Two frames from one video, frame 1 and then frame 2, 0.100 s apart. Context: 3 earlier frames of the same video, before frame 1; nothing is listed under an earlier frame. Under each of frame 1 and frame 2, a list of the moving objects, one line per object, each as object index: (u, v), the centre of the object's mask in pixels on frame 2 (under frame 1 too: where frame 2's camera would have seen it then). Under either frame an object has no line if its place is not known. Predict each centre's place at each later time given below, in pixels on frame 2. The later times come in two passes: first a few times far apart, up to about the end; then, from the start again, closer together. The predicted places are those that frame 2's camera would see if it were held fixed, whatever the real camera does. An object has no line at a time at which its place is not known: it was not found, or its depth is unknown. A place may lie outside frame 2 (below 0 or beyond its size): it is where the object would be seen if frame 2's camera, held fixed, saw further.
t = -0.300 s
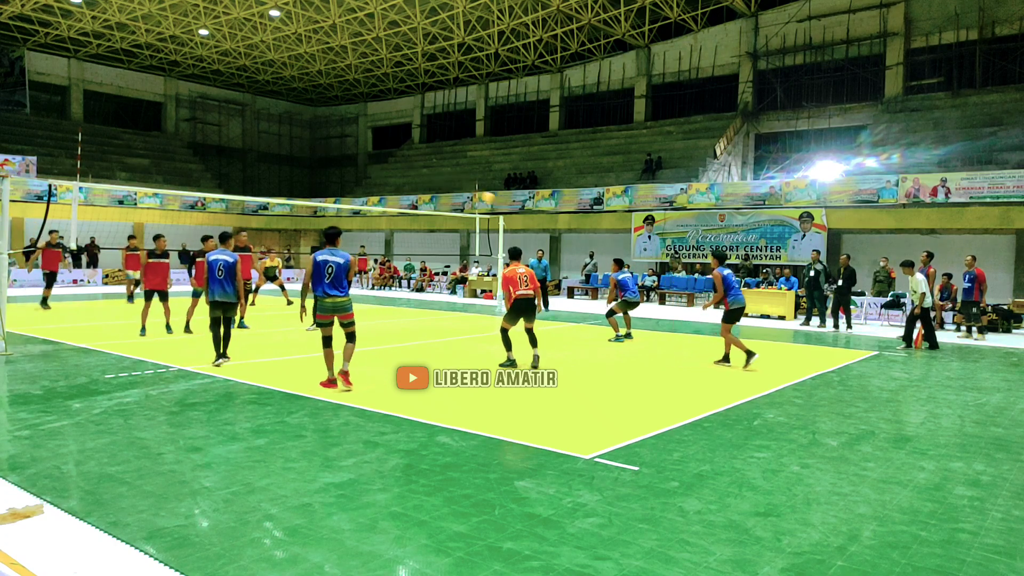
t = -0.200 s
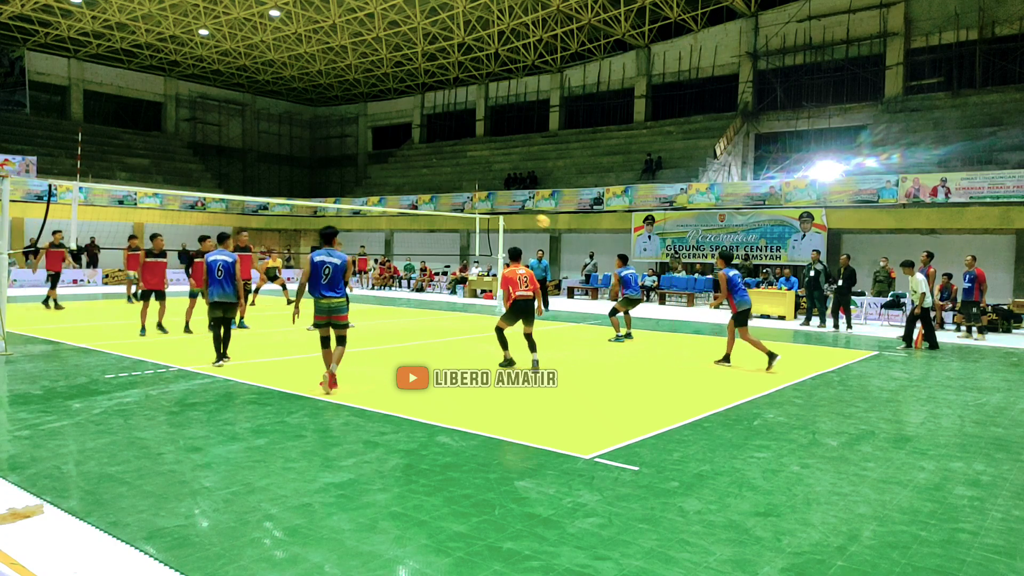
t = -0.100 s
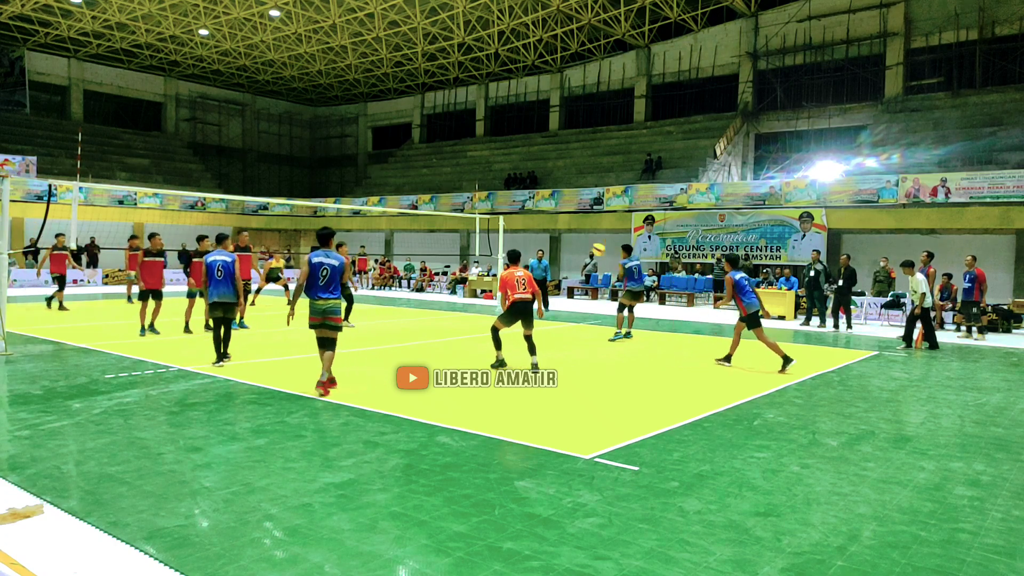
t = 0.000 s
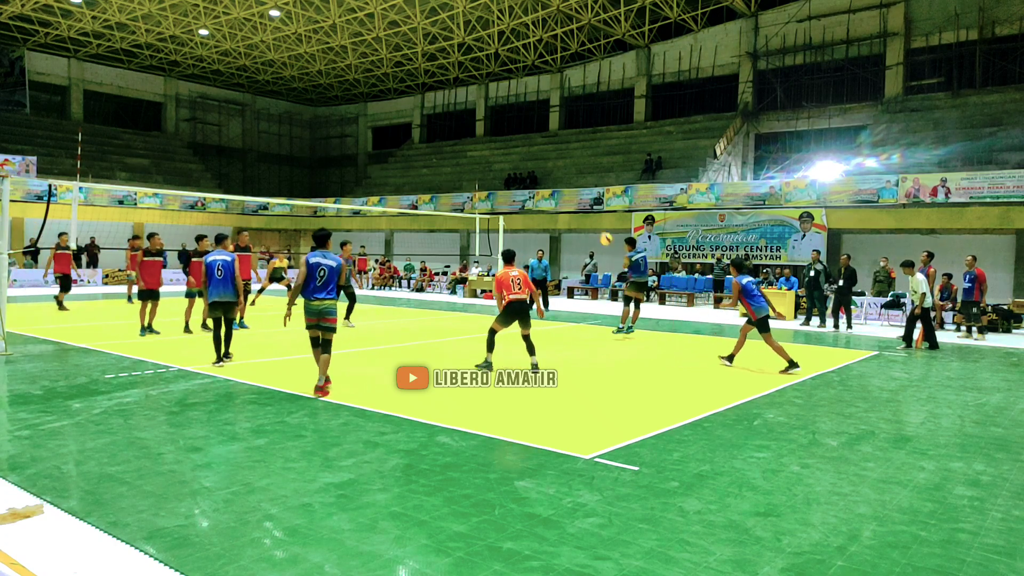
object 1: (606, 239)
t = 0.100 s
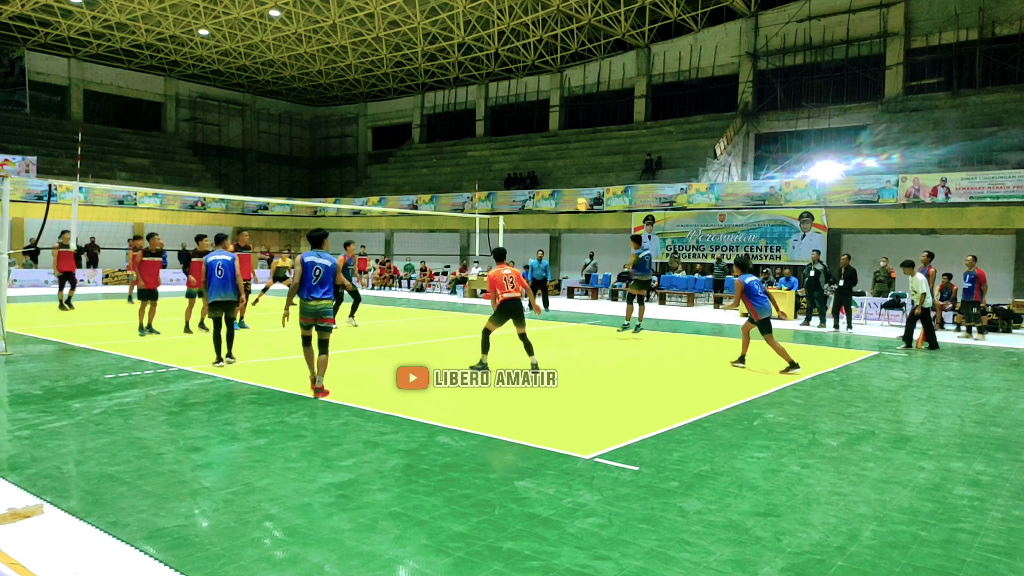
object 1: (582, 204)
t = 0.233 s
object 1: (550, 167)
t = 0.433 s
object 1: (499, 127)
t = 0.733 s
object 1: (431, 111)
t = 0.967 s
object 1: (379, 130)
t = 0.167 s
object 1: (566, 185)
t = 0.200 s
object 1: (558, 176)
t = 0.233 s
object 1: (550, 167)
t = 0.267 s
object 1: (542, 160)
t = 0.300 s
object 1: (534, 152)
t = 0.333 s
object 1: (522, 143)
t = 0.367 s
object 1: (515, 137)
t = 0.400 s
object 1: (507, 132)
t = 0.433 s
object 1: (499, 127)
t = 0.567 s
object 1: (468, 114)
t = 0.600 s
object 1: (461, 112)
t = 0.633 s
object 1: (453, 111)
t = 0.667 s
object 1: (446, 110)
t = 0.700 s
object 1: (438, 110)
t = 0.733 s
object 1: (431, 111)
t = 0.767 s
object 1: (423, 112)
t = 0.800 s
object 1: (416, 114)
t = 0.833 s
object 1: (409, 116)
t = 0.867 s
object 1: (401, 119)
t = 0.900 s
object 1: (394, 122)
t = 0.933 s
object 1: (386, 125)
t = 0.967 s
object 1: (379, 130)
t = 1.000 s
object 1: (372, 135)
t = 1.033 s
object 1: (365, 140)
